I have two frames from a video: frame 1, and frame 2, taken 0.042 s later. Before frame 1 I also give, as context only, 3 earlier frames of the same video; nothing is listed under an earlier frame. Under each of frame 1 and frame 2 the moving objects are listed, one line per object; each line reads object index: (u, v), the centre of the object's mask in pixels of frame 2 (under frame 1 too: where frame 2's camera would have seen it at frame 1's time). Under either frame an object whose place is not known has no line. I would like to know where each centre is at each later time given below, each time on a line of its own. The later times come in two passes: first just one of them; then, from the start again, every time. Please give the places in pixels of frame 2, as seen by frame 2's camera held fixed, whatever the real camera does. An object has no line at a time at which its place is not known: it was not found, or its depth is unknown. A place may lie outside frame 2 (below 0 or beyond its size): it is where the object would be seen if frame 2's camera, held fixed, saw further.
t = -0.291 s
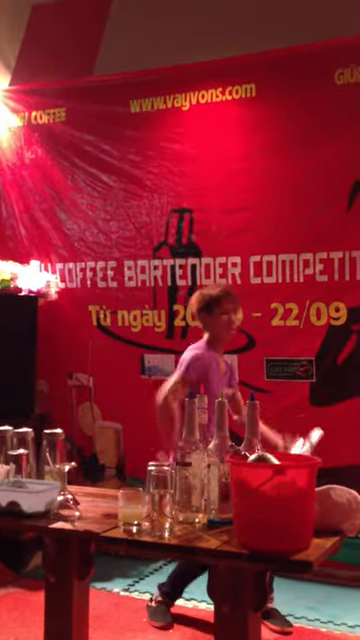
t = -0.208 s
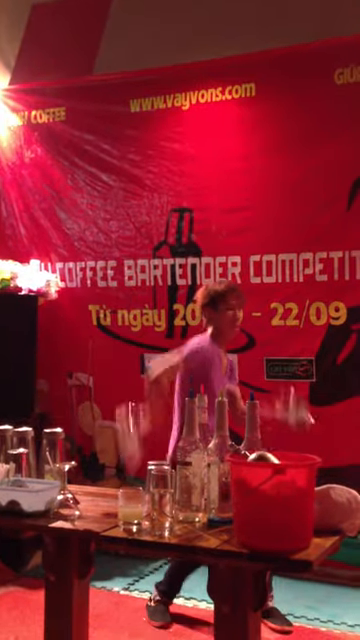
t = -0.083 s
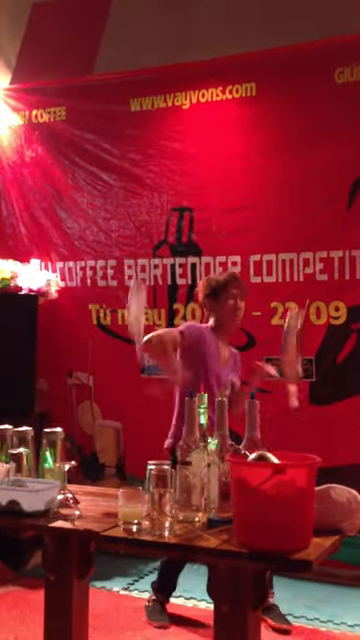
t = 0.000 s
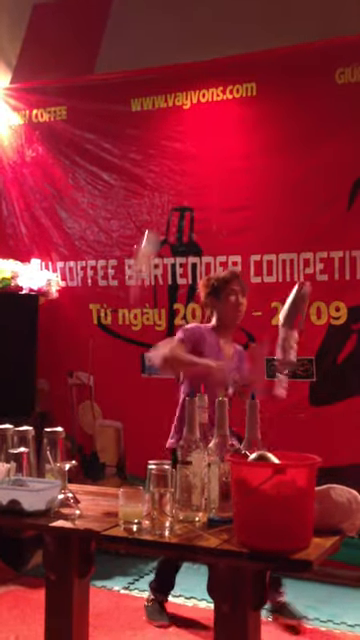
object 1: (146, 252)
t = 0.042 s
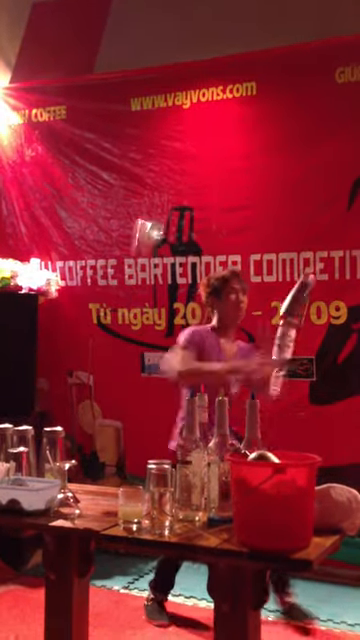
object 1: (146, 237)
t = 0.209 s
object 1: (158, 178)
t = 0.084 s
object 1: (149, 214)
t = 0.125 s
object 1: (152, 194)
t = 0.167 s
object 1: (155, 185)
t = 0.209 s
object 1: (158, 178)
